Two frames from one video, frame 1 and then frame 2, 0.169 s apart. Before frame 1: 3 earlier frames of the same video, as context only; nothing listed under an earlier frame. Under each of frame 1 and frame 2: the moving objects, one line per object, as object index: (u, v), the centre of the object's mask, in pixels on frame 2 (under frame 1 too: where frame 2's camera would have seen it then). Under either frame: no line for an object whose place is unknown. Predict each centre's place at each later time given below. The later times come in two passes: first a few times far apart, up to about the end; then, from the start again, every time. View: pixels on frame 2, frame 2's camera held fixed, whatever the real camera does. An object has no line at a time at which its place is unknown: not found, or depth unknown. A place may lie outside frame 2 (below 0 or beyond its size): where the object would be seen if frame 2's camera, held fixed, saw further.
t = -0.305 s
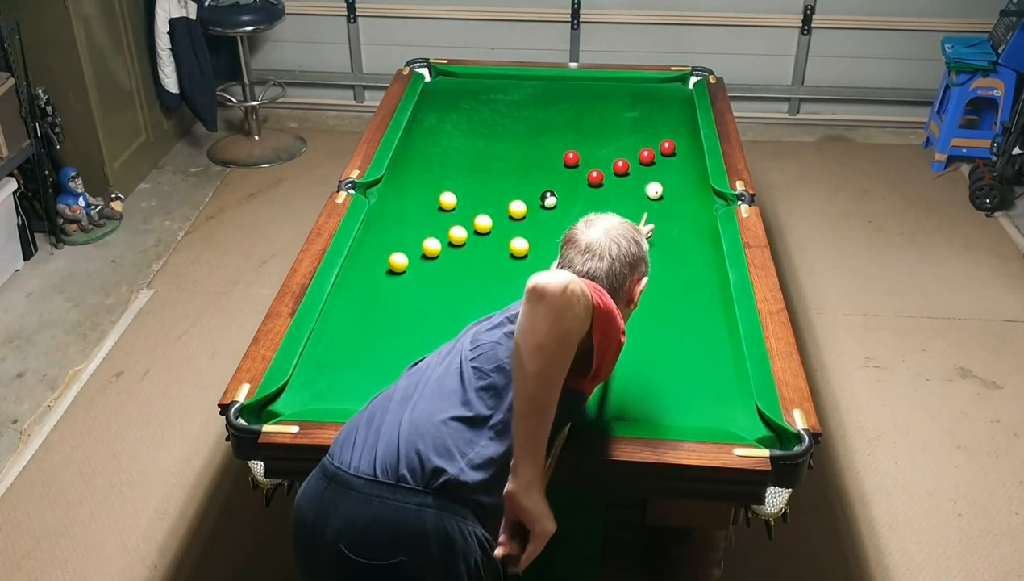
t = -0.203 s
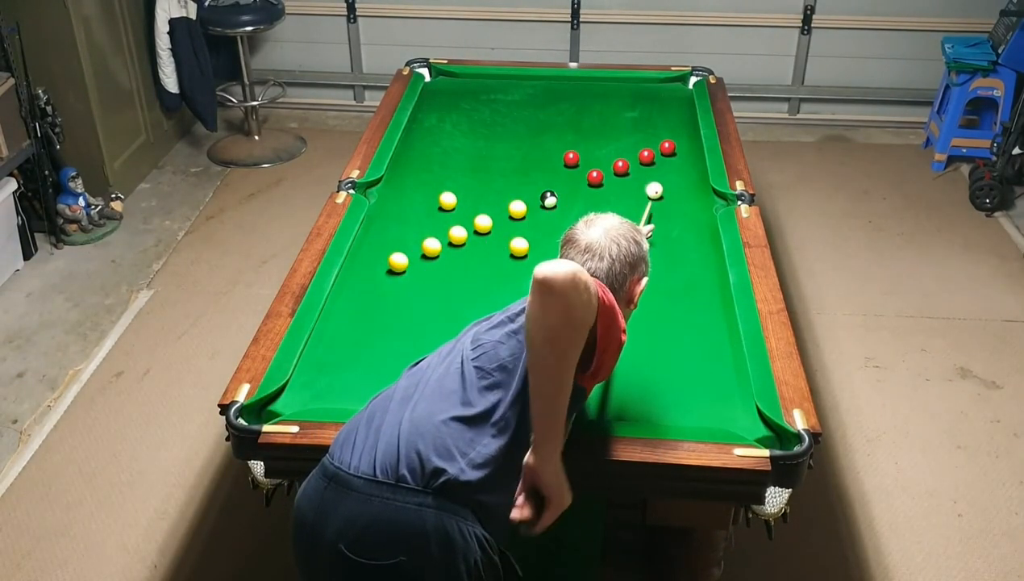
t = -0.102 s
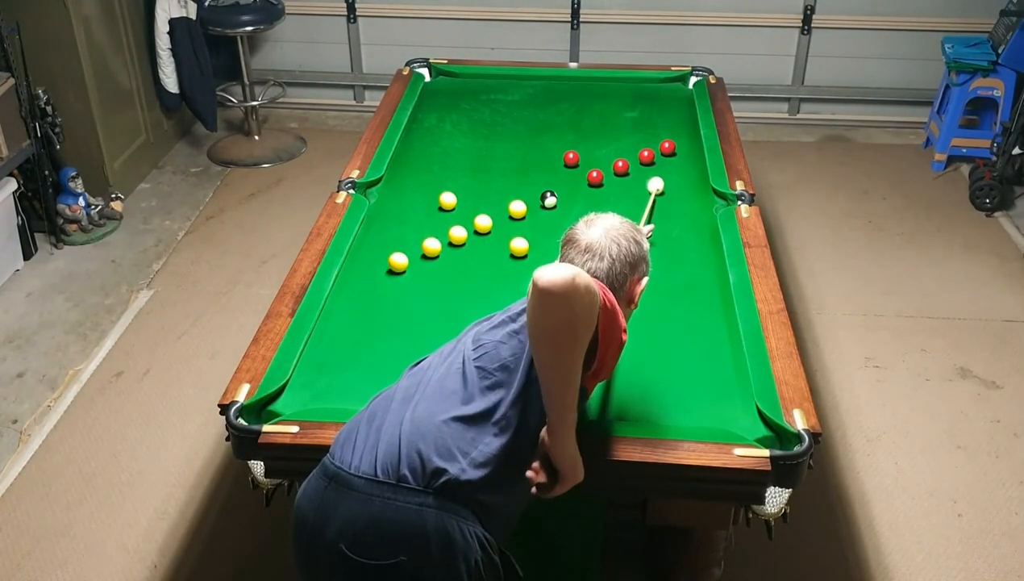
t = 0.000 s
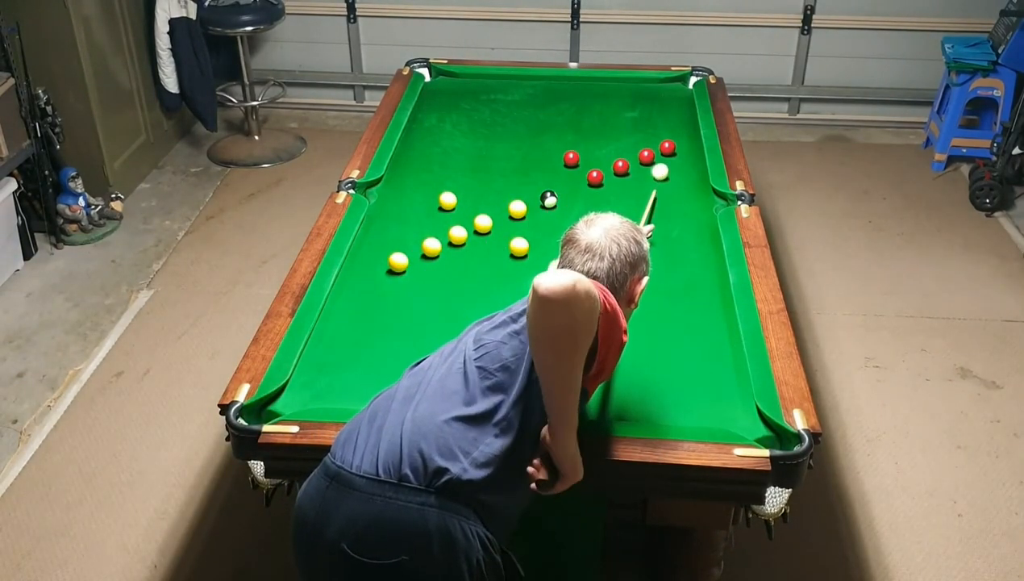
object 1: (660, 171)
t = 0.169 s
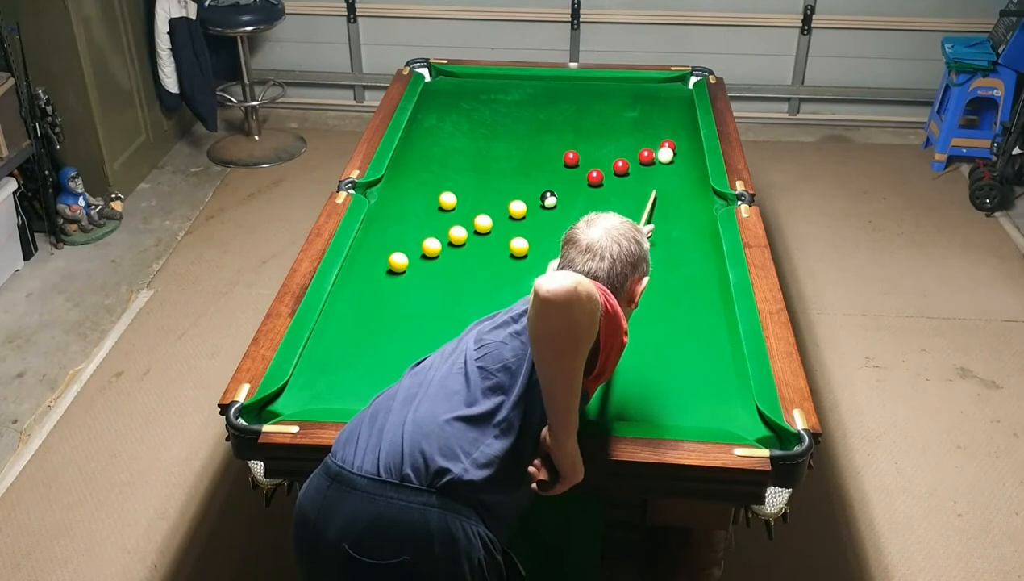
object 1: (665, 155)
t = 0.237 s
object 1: (666, 153)
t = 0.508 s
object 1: (668, 149)
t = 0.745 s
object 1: (670, 146)
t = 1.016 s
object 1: (671, 144)
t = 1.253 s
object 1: (672, 142)
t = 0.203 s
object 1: (666, 154)
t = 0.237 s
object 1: (666, 153)
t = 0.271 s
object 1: (666, 153)
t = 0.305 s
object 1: (666, 152)
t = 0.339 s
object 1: (667, 152)
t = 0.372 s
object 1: (667, 151)
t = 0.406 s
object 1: (667, 151)
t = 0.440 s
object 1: (668, 150)
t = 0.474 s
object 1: (668, 150)
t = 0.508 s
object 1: (668, 149)
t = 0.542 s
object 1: (668, 149)
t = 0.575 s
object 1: (669, 148)
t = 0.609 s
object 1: (669, 148)
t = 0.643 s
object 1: (669, 148)
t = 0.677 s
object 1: (669, 147)
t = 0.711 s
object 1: (670, 147)
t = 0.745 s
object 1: (670, 146)
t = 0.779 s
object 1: (670, 146)
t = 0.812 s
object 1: (670, 146)
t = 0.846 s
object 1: (670, 145)
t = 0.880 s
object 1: (671, 145)
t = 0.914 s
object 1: (671, 145)
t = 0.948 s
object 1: (671, 145)
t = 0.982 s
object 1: (671, 144)
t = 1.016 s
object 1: (671, 144)
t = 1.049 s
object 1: (671, 144)
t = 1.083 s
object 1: (671, 143)
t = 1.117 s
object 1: (672, 143)
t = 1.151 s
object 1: (672, 143)
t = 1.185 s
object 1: (672, 143)
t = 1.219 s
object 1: (672, 143)
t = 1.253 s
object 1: (672, 142)
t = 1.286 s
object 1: (672, 142)
